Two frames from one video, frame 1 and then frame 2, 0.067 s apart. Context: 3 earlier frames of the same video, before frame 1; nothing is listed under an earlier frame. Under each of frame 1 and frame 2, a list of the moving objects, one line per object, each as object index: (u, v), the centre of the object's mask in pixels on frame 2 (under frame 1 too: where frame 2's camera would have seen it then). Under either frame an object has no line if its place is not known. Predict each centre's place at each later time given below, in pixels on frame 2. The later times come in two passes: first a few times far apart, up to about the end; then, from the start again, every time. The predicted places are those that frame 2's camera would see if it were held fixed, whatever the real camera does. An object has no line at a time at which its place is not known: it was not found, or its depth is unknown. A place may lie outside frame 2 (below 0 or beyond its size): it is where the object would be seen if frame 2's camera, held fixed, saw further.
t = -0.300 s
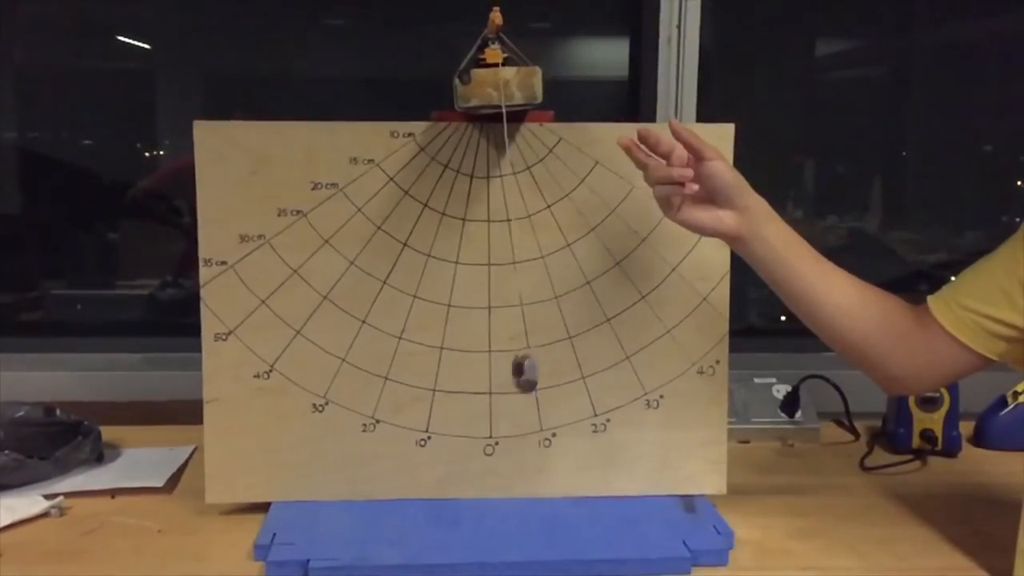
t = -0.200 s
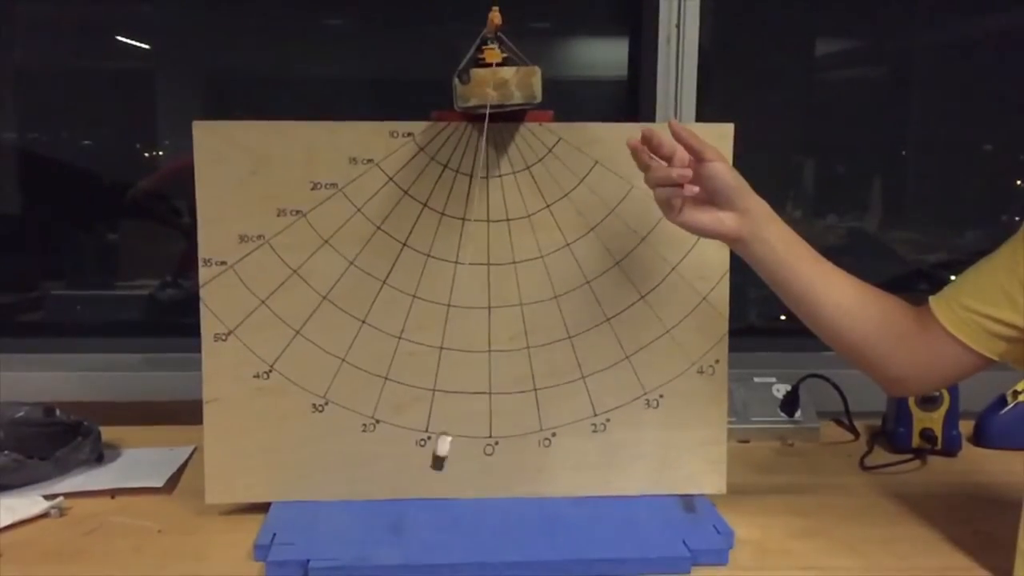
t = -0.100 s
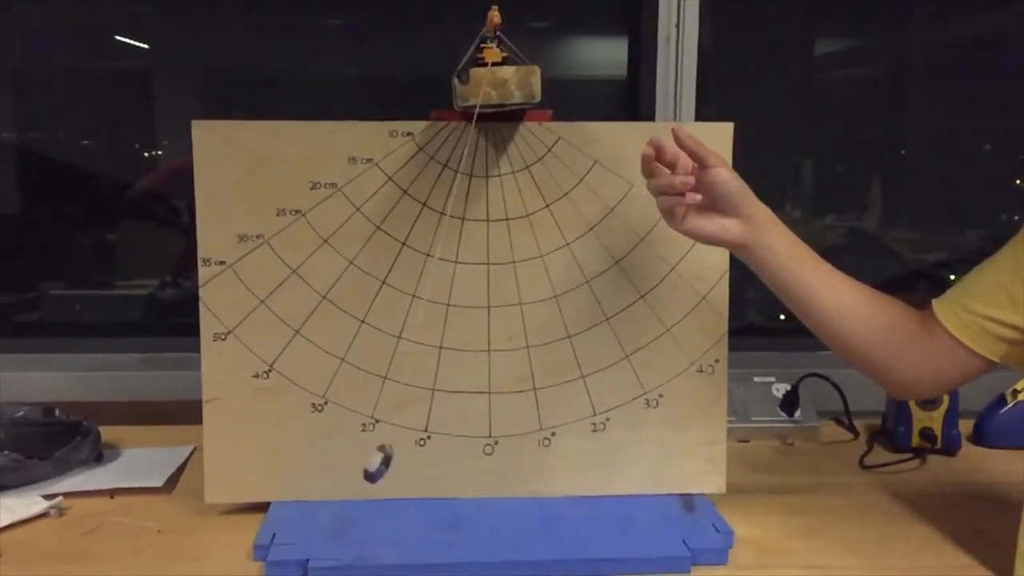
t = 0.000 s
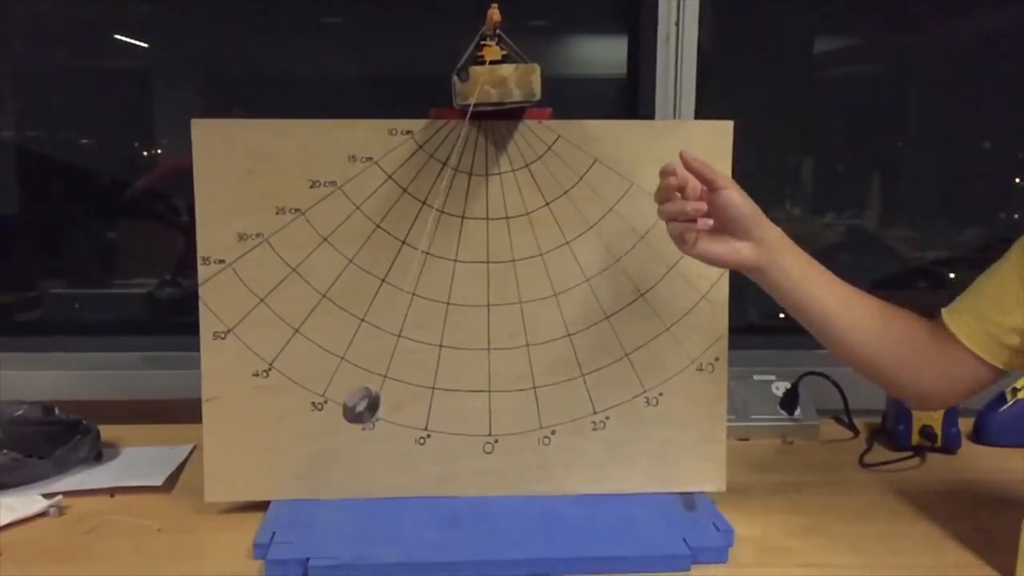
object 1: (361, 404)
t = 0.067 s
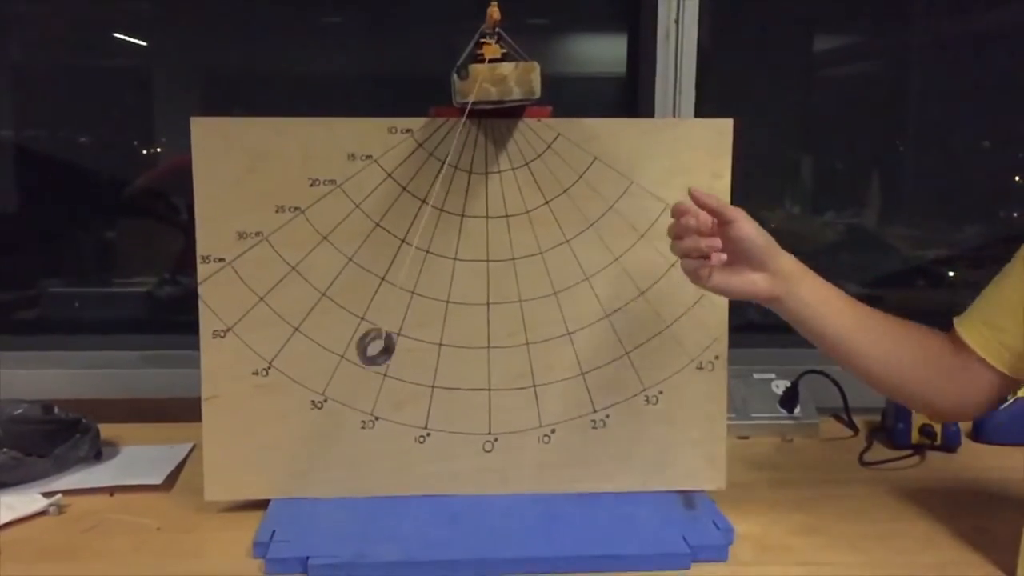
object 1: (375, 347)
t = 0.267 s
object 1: (494, 230)
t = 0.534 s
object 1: (596, 306)
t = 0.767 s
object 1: (613, 355)
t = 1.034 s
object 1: (613, 375)
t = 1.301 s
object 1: (608, 391)
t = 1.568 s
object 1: (597, 404)
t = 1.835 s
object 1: (583, 412)
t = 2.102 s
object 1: (566, 415)
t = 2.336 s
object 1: (548, 416)
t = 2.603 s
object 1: (526, 411)
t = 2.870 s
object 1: (501, 401)
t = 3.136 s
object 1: (476, 388)
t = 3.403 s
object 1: (452, 375)
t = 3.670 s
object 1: (429, 360)
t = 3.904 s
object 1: (410, 345)
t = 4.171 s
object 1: (392, 329)
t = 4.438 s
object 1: (377, 313)
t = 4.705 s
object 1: (366, 300)
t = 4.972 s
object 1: (360, 288)
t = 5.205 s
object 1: (358, 281)
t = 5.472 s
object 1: (360, 275)
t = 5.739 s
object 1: (366, 273)
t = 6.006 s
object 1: (375, 274)
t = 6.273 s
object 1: (389, 279)
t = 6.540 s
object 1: (406, 288)
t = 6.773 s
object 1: (423, 299)
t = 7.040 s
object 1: (445, 312)
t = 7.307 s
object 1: (469, 328)
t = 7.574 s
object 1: (492, 344)
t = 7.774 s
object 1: (510, 356)
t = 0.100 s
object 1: (389, 318)
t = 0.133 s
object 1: (406, 290)
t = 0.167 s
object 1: (427, 266)
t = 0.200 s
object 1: (448, 247)
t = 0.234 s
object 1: (471, 235)
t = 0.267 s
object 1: (494, 230)
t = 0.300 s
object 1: (516, 233)
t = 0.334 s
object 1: (539, 244)
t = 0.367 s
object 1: (554, 255)
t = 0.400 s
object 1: (567, 266)
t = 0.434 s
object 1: (576, 277)
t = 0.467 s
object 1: (586, 290)
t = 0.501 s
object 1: (591, 298)
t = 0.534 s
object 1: (596, 306)
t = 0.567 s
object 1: (602, 318)
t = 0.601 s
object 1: (605, 326)
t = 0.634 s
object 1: (607, 332)
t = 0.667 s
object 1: (609, 337)
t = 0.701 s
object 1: (611, 342)
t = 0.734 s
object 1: (612, 350)
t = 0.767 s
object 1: (613, 355)
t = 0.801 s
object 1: (613, 358)
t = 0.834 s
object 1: (614, 360)
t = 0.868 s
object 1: (614, 363)
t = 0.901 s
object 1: (614, 365)
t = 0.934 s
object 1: (614, 368)
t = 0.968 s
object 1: (614, 370)
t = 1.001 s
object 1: (613, 372)
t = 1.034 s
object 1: (613, 375)
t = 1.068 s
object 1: (613, 377)
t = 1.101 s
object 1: (612, 379)
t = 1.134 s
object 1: (612, 382)
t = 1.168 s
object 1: (611, 384)
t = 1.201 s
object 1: (610, 386)
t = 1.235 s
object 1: (609, 388)
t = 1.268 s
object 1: (609, 389)
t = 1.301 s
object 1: (608, 391)
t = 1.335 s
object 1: (607, 392)
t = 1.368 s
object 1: (605, 395)
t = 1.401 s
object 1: (605, 396)
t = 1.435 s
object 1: (603, 398)
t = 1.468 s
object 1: (602, 400)
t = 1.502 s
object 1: (600, 401)
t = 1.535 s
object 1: (599, 402)
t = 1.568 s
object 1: (597, 404)
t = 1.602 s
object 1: (596, 405)
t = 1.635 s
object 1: (594, 406)
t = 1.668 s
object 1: (593, 408)
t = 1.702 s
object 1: (591, 408)
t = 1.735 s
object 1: (589, 410)
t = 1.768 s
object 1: (587, 410)
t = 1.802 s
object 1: (585, 411)
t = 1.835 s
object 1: (583, 412)
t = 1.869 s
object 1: (582, 413)
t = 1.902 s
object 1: (579, 413)
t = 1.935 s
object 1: (578, 414)
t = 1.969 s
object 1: (575, 414)
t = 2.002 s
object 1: (573, 415)
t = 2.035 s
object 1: (571, 415)
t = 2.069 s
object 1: (568, 415)
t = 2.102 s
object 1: (566, 415)
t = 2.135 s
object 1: (563, 416)
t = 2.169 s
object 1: (561, 416)
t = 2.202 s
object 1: (559, 416)
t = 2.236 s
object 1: (556, 416)
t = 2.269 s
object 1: (553, 416)
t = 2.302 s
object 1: (550, 416)
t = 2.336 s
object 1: (548, 416)
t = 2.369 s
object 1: (545, 416)
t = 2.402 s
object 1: (543, 415)
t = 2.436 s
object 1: (540, 415)
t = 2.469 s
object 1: (537, 414)
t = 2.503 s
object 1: (534, 413)
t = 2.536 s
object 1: (531, 413)
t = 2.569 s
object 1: (528, 412)
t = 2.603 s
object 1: (526, 411)
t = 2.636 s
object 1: (522, 411)
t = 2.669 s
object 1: (519, 409)
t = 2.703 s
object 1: (516, 407)
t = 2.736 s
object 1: (513, 407)
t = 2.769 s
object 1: (510, 405)
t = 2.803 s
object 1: (507, 404)
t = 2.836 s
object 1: (504, 402)
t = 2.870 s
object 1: (501, 401)
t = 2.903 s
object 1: (498, 400)
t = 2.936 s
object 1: (495, 398)
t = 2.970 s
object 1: (492, 397)
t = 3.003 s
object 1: (488, 395)
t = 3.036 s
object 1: (485, 394)
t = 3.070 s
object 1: (482, 392)
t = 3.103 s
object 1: (479, 390)
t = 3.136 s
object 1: (476, 388)
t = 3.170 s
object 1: (473, 386)
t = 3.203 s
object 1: (469, 385)
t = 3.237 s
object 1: (467, 383)
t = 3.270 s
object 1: (463, 382)
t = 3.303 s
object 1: (461, 380)
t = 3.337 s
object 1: (458, 378)
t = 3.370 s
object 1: (455, 377)
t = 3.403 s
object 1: (452, 375)
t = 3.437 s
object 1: (449, 373)
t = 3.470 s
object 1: (445, 371)
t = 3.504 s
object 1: (443, 369)
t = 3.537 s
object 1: (440, 367)
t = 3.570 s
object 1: (437, 364)
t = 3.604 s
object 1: (434, 363)
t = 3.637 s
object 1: (431, 361)
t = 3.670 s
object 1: (429, 360)
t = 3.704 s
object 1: (426, 358)
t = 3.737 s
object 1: (423, 355)
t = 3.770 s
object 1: (421, 353)
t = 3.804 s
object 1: (418, 352)
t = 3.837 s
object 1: (415, 349)
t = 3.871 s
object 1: (413, 348)
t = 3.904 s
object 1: (410, 345)
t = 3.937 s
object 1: (408, 343)
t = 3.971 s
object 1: (405, 341)
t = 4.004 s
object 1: (403, 340)
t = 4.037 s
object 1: (401, 337)
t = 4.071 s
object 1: (399, 336)
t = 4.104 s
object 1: (396, 334)
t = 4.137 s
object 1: (394, 332)
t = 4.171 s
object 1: (392, 329)
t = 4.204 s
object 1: (390, 327)
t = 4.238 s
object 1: (388, 325)
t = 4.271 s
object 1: (386, 323)
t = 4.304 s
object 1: (384, 321)
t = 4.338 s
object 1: (382, 319)
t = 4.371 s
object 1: (380, 317)
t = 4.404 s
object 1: (379, 315)
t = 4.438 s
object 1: (377, 313)
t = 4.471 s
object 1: (376, 312)
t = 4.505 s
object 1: (374, 310)
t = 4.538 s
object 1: (373, 308)
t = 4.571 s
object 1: (371, 307)
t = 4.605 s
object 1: (370, 305)
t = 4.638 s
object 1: (369, 303)
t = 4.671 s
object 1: (368, 302)
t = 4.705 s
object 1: (366, 300)
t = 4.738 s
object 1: (365, 299)
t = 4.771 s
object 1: (364, 296)
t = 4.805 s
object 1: (363, 295)
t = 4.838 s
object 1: (363, 294)
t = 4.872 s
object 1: (362, 292)
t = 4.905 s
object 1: (362, 291)
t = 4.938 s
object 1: (361, 290)
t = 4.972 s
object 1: (360, 288)
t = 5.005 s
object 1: (360, 287)
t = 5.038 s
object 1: (360, 286)
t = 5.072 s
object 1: (359, 285)
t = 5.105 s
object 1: (359, 284)
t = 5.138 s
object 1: (358, 283)
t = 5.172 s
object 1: (358, 282)
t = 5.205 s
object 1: (358, 281)
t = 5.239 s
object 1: (358, 280)
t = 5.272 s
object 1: (358, 279)
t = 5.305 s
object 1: (358, 278)
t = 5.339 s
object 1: (358, 277)
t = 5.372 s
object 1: (359, 276)
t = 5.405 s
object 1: (359, 276)
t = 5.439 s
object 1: (359, 275)
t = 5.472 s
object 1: (360, 275)
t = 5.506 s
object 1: (361, 274)
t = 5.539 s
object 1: (361, 274)
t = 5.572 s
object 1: (361, 274)
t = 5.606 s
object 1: (362, 273)
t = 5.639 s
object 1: (363, 273)
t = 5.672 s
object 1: (364, 273)
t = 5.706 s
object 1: (365, 273)
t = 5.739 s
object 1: (366, 273)
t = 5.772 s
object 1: (366, 272)
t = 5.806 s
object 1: (367, 272)
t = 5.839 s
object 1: (369, 273)
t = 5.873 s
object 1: (370, 273)
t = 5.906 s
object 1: (371, 273)
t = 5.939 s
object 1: (372, 274)
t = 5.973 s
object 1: (374, 274)
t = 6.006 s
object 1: (375, 274)
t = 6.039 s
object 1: (377, 275)
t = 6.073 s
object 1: (378, 275)
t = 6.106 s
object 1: (380, 276)
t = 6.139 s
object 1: (381, 276)
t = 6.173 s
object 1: (383, 277)
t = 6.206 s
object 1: (385, 277)
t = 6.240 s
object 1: (387, 278)
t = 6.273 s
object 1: (389, 279)
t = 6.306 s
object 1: (391, 280)
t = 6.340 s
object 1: (393, 281)
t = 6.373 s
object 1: (395, 282)
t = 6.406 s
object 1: (397, 283)
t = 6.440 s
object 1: (399, 284)
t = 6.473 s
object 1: (401, 285)
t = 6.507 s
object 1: (404, 287)
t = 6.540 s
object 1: (406, 288)
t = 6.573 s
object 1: (408, 289)
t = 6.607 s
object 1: (411, 291)
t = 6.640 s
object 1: (413, 292)
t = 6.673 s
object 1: (416, 293)
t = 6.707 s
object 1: (418, 295)
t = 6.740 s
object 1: (421, 297)
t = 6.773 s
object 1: (423, 299)
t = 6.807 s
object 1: (426, 300)
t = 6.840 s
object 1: (429, 302)
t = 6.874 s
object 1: (431, 304)
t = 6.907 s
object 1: (434, 305)
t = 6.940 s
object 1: (437, 307)
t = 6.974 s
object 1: (440, 309)
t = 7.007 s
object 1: (443, 311)
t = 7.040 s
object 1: (445, 312)
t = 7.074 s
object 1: (448, 314)
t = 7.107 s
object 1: (451, 316)
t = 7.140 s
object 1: (454, 318)
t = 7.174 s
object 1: (457, 320)
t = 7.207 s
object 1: (460, 322)
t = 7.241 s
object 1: (463, 324)
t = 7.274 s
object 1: (465, 326)
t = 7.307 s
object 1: (469, 328)
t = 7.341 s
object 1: (472, 330)
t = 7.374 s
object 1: (474, 332)
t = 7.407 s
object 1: (477, 334)
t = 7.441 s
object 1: (480, 336)
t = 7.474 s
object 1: (483, 338)
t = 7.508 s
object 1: (486, 340)
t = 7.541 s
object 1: (489, 342)
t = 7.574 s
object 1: (492, 344)
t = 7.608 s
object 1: (495, 346)
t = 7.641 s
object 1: (498, 347)
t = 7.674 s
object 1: (501, 350)
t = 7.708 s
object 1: (504, 352)
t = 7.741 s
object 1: (507, 354)
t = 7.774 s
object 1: (510, 356)
